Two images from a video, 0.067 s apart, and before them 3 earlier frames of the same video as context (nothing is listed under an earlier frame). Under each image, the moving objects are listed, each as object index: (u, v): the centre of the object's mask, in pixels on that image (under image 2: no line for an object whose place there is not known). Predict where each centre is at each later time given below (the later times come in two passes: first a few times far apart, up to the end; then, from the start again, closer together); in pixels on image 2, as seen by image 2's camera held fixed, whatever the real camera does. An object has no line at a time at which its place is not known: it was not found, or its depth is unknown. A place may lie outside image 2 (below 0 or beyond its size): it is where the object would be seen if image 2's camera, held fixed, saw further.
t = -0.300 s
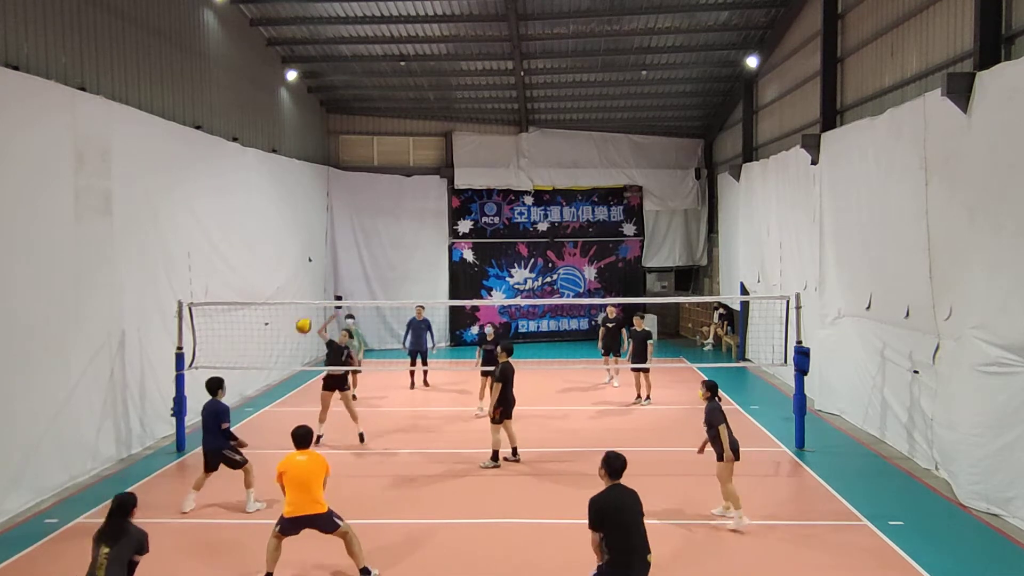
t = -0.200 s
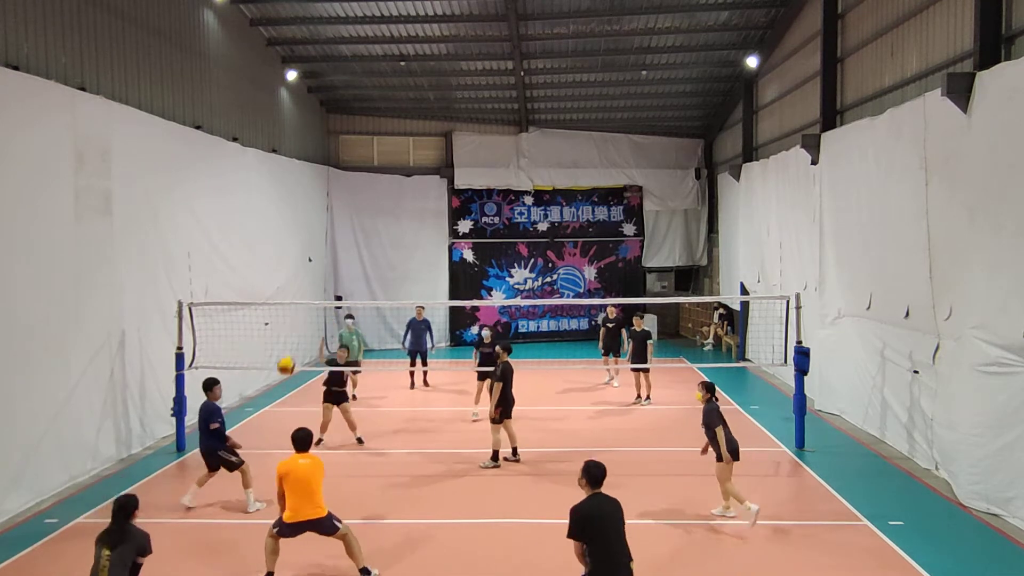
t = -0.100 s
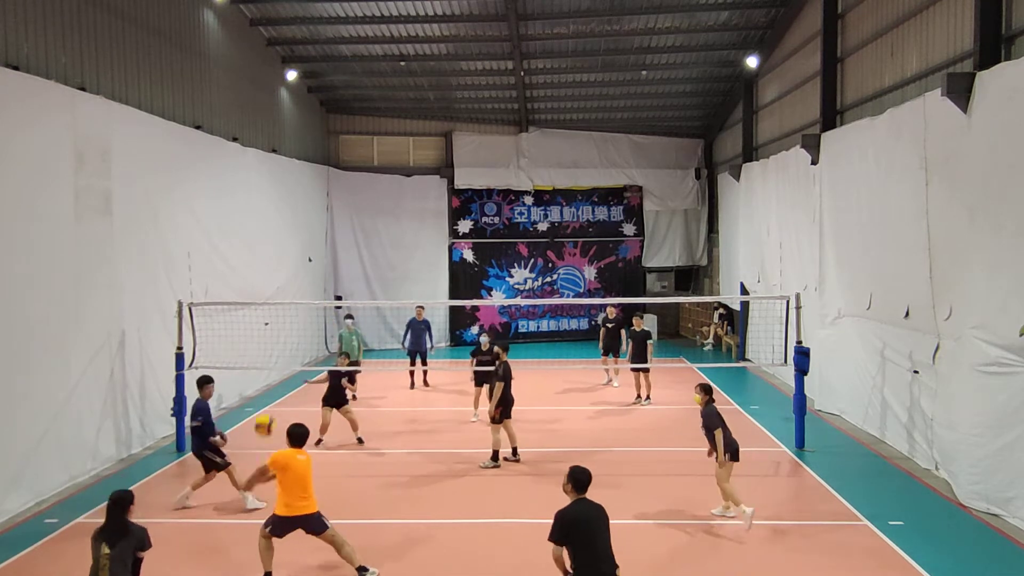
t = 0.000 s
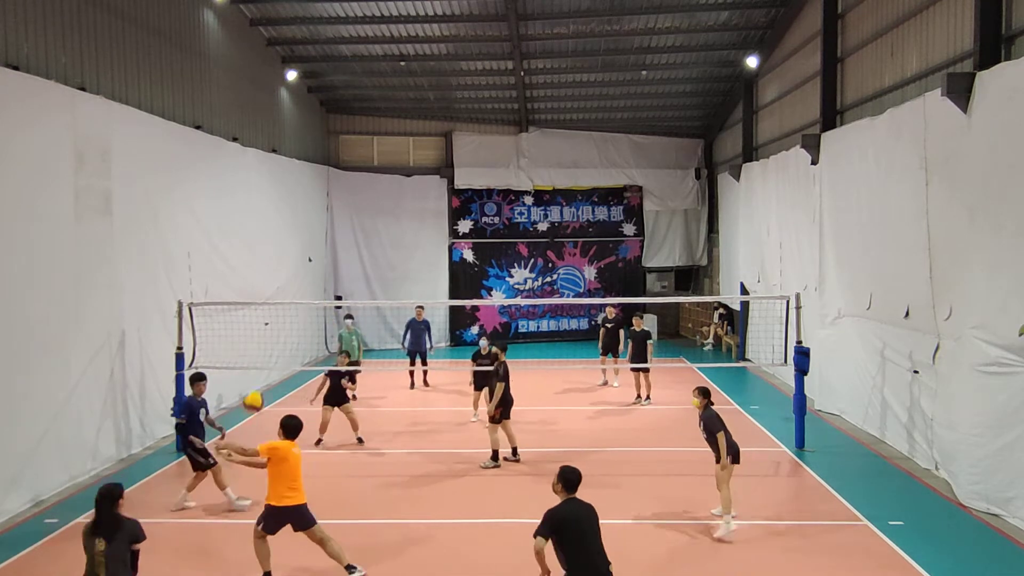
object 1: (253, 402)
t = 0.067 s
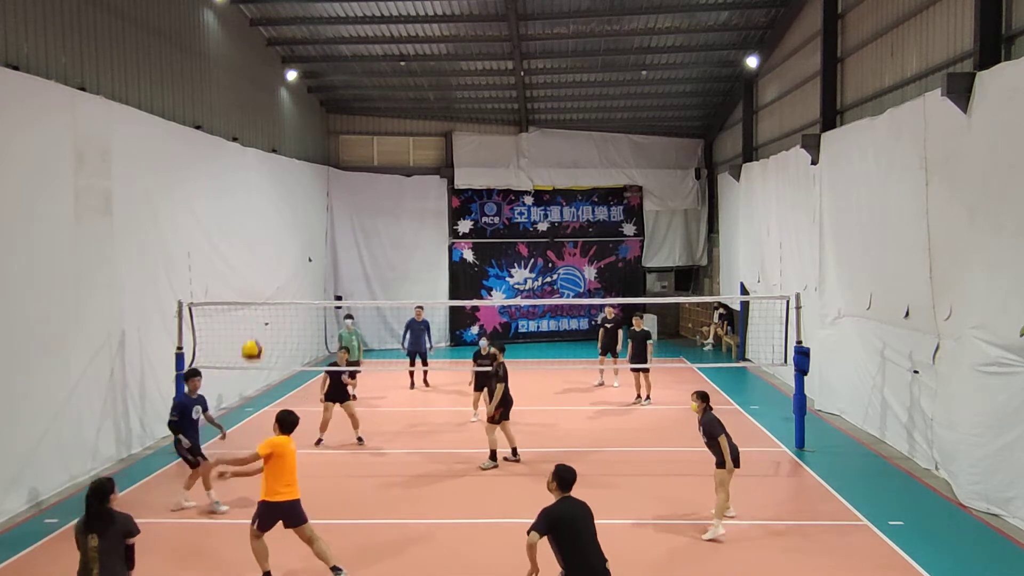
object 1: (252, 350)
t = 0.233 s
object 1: (250, 241)
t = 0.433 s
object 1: (250, 147)
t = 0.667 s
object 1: (250, 89)
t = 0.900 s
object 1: (252, 88)
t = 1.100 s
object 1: (256, 131)
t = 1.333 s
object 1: (261, 230)
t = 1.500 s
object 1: (266, 332)
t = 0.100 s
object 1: (252, 327)
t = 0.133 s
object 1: (251, 303)
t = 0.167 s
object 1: (251, 282)
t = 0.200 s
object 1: (251, 261)
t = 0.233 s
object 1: (250, 241)
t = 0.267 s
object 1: (250, 223)
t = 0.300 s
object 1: (250, 206)
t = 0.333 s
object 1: (250, 189)
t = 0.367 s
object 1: (249, 174)
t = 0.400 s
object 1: (249, 160)
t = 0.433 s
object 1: (250, 147)
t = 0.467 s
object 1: (250, 136)
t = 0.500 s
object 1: (249, 126)
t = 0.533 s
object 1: (250, 116)
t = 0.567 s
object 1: (249, 108)
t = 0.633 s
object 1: (250, 95)
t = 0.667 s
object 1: (250, 89)
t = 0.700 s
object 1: (250, 86)
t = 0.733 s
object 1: (251, 83)
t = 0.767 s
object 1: (251, 82)
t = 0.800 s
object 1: (251, 82)
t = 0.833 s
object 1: (252, 83)
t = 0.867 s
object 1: (252, 85)
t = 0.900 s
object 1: (252, 88)
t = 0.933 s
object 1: (253, 92)
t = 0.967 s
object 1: (253, 98)
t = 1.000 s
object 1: (254, 104)
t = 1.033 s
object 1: (254, 112)
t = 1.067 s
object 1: (255, 121)
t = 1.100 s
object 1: (256, 131)
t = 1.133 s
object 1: (256, 141)
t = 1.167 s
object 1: (257, 153)
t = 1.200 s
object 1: (257, 166)
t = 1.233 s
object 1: (258, 181)
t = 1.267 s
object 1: (259, 196)
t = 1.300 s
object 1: (260, 212)
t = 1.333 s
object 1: (261, 230)
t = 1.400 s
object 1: (263, 268)
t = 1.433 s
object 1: (264, 288)
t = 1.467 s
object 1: (265, 310)
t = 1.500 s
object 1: (266, 332)
